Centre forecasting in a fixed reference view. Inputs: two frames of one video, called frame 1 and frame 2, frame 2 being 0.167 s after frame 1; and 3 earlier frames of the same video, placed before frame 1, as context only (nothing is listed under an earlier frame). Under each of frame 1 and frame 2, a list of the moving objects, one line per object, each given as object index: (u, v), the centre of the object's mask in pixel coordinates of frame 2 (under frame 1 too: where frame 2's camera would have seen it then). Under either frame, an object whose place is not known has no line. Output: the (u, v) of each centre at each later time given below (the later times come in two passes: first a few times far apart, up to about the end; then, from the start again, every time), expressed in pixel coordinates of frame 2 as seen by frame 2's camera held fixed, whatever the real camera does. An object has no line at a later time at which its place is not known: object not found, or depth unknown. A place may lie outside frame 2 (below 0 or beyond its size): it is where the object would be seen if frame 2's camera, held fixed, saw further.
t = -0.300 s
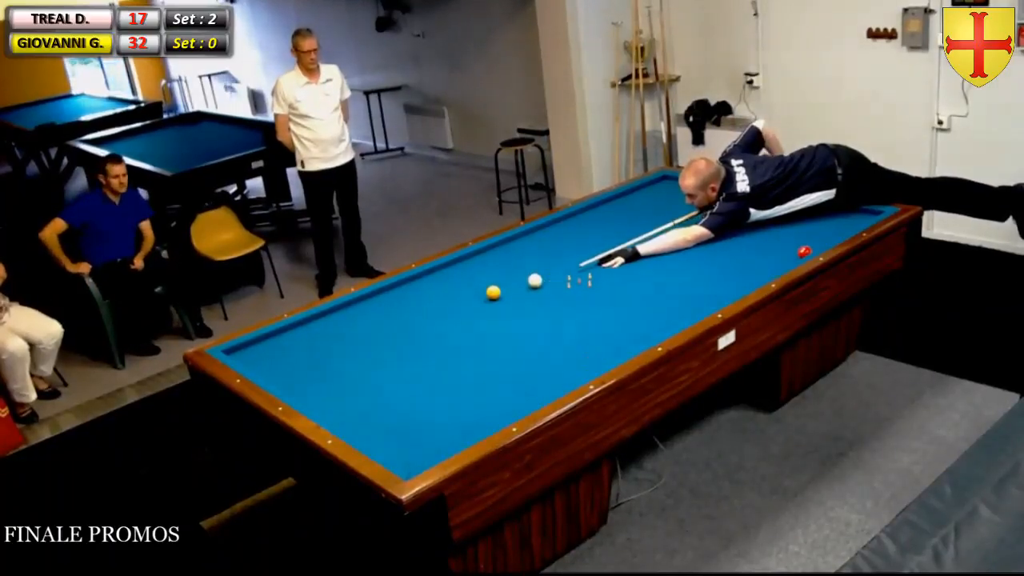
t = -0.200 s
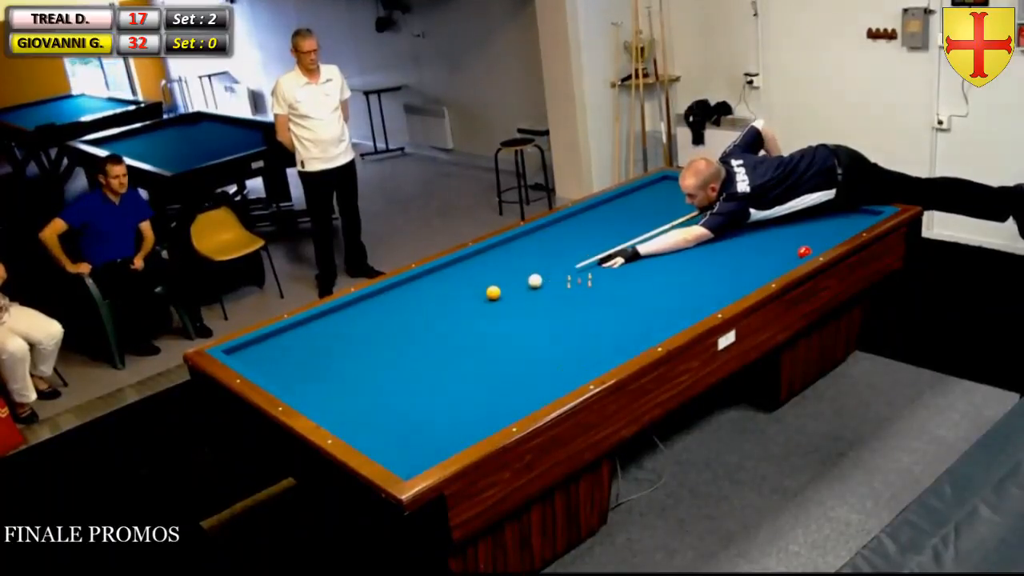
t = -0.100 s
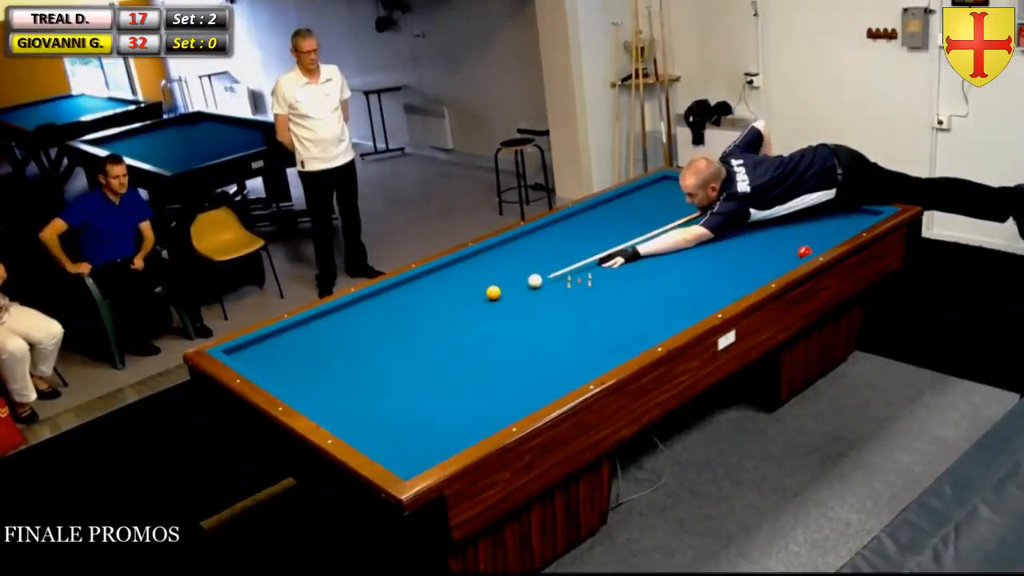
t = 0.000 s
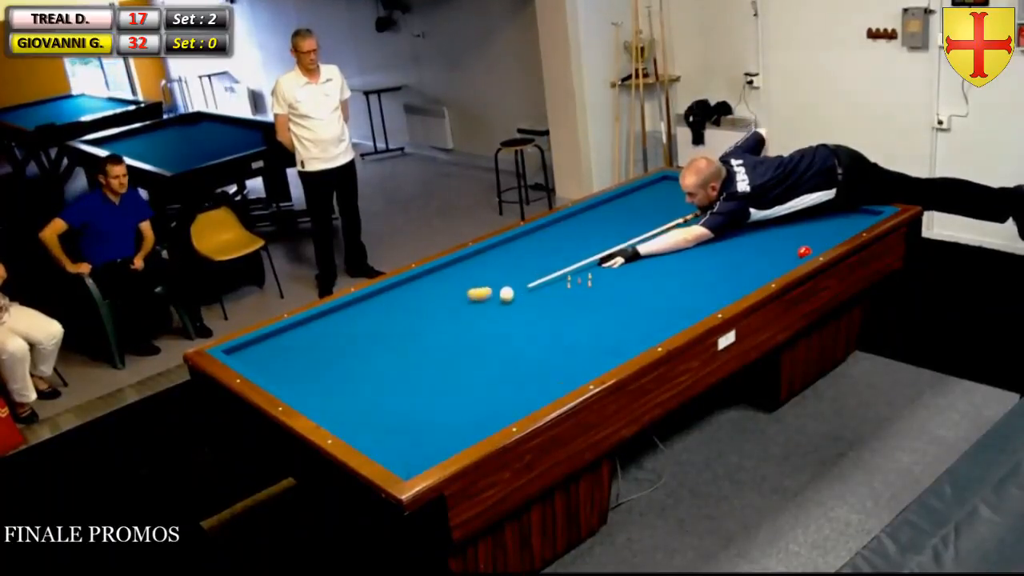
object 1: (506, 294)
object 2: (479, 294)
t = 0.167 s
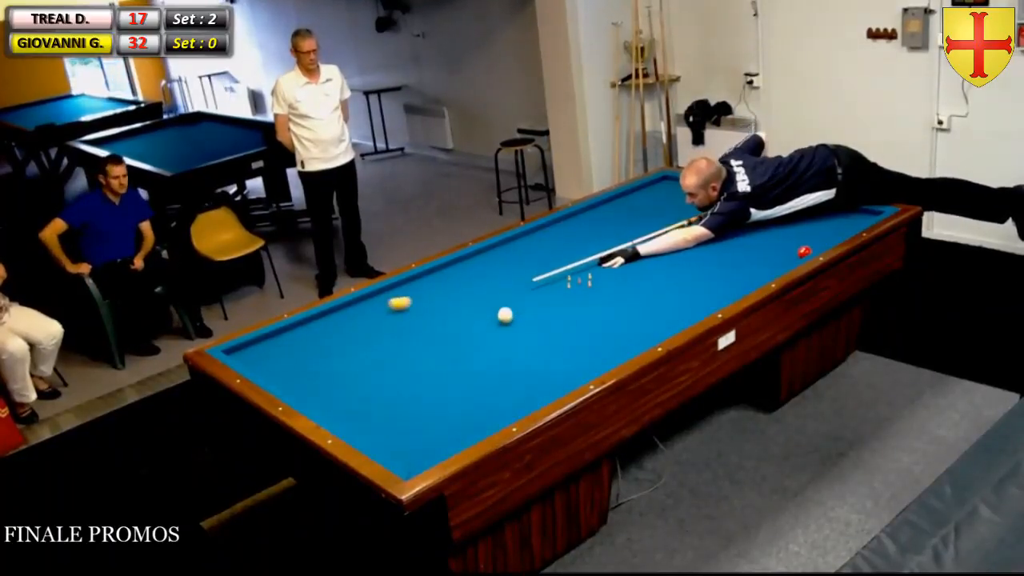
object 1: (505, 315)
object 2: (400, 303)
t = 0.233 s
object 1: (505, 323)
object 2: (371, 307)
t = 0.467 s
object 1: (507, 348)
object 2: (315, 326)
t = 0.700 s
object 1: (509, 376)
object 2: (284, 353)
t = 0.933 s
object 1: (511, 406)
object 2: (281, 370)
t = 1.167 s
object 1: (481, 411)
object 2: (327, 367)
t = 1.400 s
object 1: (450, 412)
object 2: (371, 365)
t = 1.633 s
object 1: (420, 412)
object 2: (416, 363)
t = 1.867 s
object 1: (391, 413)
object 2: (461, 360)
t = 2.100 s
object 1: (364, 414)
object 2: (506, 357)
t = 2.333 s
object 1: (338, 414)
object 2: (551, 355)
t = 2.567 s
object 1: (331, 409)
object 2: (597, 352)
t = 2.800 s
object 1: (331, 402)
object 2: (627, 344)
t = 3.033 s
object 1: (332, 396)
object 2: (633, 331)
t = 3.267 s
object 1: (333, 390)
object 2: (637, 317)
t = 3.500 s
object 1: (333, 384)
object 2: (642, 305)
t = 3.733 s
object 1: (334, 379)
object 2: (646, 293)
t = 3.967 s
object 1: (335, 374)
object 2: (650, 283)
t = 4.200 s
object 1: (335, 370)
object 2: (653, 273)
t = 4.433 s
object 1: (336, 366)
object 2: (656, 264)
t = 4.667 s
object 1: (336, 362)
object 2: (659, 255)
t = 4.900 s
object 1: (337, 358)
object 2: (661, 247)
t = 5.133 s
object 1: (338, 355)
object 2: (664, 239)
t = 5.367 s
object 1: (339, 352)
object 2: (666, 232)
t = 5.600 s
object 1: (340, 349)
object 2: (668, 225)
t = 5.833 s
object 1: (341, 347)
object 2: (669, 219)
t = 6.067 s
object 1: (341, 344)
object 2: (671, 213)
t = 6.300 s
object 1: (342, 342)
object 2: (672, 208)
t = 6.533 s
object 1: (343, 340)
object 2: (674, 202)
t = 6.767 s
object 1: (344, 339)
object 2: (675, 198)
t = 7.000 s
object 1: (344, 337)
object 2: (676, 193)
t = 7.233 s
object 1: (344, 336)
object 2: (677, 189)
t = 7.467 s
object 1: (345, 335)
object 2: (678, 185)
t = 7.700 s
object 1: (345, 334)
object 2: (678, 181)
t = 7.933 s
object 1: (345, 334)
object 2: (675, 180)
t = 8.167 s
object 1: (345, 334)
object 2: (667, 180)
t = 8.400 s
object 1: (345, 333)
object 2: (659, 181)
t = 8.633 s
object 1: (345, 333)
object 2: (653, 182)
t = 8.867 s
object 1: (345, 333)
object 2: (653, 183)
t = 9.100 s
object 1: (345, 333)
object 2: (652, 185)
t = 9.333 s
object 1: (345, 333)
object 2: (651, 186)
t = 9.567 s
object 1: (345, 333)
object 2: (650, 187)
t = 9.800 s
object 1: (345, 333)
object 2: (649, 189)
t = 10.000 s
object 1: (345, 333)
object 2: (648, 190)
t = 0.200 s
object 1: (505, 319)
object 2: (385, 305)
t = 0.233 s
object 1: (505, 323)
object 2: (371, 307)
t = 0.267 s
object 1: (505, 326)
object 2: (357, 308)
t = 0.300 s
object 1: (505, 330)
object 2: (344, 310)
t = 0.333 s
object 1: (506, 333)
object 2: (332, 311)
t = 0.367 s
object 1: (506, 337)
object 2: (324, 314)
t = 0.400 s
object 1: (506, 340)
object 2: (321, 318)
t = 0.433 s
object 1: (506, 344)
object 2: (318, 322)
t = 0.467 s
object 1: (507, 348)
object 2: (315, 326)
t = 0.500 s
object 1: (507, 352)
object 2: (311, 330)
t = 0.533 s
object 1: (507, 355)
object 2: (307, 334)
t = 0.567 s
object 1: (507, 359)
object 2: (303, 338)
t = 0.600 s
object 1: (508, 364)
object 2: (298, 342)
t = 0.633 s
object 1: (508, 368)
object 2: (294, 345)
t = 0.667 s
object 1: (508, 372)
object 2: (289, 349)
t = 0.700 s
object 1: (509, 376)
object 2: (284, 353)
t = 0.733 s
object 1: (509, 380)
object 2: (280, 358)
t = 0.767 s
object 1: (509, 385)
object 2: (275, 361)
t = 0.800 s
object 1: (510, 389)
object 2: (270, 366)
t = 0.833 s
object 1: (510, 394)
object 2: (266, 369)
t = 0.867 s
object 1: (510, 398)
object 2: (267, 371)
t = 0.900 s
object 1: (510, 403)
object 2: (274, 371)
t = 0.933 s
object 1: (511, 406)
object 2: (281, 370)
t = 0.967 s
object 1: (510, 410)
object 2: (289, 370)
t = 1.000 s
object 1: (505, 411)
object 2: (295, 369)
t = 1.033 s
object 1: (500, 411)
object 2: (301, 369)
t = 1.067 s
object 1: (495, 411)
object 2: (308, 368)
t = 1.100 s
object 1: (490, 411)
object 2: (314, 368)
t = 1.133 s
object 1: (485, 411)
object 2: (321, 368)
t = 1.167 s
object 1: (481, 411)
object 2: (327, 367)
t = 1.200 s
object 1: (476, 411)
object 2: (333, 367)
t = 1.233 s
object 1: (471, 411)
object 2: (340, 367)
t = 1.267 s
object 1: (467, 411)
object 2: (346, 366)
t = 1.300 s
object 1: (463, 411)
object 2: (353, 366)
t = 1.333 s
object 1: (458, 412)
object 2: (359, 366)
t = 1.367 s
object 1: (454, 412)
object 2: (365, 365)
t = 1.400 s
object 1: (450, 412)
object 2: (371, 365)
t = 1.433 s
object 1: (445, 412)
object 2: (378, 365)
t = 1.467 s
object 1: (441, 412)
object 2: (384, 364)
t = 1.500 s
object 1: (437, 412)
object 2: (391, 364)
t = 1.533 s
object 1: (432, 412)
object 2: (397, 364)
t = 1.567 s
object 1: (428, 412)
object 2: (403, 363)
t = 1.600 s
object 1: (424, 412)
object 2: (410, 363)
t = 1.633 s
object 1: (420, 412)
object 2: (416, 363)
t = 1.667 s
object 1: (416, 413)
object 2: (423, 362)
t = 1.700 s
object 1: (411, 413)
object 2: (429, 362)
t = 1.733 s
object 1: (407, 413)
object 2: (436, 362)
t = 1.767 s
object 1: (403, 413)
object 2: (442, 361)
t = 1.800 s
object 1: (399, 413)
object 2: (448, 361)
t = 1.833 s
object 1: (395, 413)
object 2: (455, 360)
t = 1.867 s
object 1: (391, 413)
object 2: (461, 360)
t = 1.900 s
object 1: (387, 413)
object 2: (468, 360)
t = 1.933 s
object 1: (383, 413)
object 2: (474, 359)
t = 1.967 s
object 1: (380, 413)
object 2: (481, 359)
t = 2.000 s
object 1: (375, 413)
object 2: (487, 359)
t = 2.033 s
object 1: (372, 413)
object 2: (494, 358)
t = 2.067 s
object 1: (368, 413)
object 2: (500, 358)
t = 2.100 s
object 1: (364, 414)
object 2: (506, 357)
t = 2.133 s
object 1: (360, 414)
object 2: (513, 357)
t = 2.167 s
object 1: (356, 414)
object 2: (519, 357)
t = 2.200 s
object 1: (353, 414)
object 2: (526, 357)
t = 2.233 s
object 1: (349, 414)
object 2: (532, 356)
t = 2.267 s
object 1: (345, 414)
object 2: (539, 356)
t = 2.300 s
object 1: (342, 414)
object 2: (545, 355)
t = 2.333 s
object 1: (338, 414)
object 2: (551, 355)
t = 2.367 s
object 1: (335, 413)
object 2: (558, 354)
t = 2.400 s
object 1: (331, 413)
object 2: (564, 354)
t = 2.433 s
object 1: (331, 412)
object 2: (571, 354)
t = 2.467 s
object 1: (331, 411)
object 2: (577, 353)
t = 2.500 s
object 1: (331, 411)
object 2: (584, 353)
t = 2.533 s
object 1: (331, 410)
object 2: (590, 353)
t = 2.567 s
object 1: (331, 409)
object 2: (597, 352)
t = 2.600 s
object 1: (331, 408)
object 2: (603, 352)
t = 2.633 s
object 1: (331, 407)
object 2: (609, 351)
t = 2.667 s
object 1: (331, 406)
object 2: (615, 350)
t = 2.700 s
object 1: (331, 405)
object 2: (622, 349)
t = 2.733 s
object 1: (331, 404)
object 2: (626, 348)
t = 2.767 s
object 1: (331, 403)
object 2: (627, 346)
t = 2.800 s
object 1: (331, 402)
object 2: (627, 344)
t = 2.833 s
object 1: (331, 401)
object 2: (628, 343)
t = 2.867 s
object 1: (332, 400)
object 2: (629, 341)
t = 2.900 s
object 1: (332, 399)
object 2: (630, 339)
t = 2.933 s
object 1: (332, 398)
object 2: (631, 337)
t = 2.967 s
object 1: (332, 398)
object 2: (631, 335)
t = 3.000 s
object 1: (332, 397)
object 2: (632, 333)
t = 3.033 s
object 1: (332, 396)
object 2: (633, 331)
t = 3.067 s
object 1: (332, 395)
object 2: (634, 329)
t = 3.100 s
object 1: (332, 394)
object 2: (634, 327)
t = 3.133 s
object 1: (332, 393)
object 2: (635, 325)
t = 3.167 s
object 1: (332, 393)
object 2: (636, 323)
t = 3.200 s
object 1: (332, 392)
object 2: (636, 321)
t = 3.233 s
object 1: (332, 391)
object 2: (637, 319)
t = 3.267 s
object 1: (333, 390)
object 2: (637, 317)
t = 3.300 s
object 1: (333, 389)
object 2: (638, 315)
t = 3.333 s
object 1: (333, 388)
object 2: (639, 314)
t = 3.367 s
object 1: (333, 388)
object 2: (639, 312)
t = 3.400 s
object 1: (333, 387)
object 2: (640, 310)
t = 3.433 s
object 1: (333, 386)
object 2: (641, 308)
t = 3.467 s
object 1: (333, 385)
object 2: (641, 307)
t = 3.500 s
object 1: (333, 384)
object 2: (642, 305)
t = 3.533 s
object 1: (333, 384)
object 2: (642, 303)
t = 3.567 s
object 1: (333, 383)
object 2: (643, 301)
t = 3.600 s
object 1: (333, 382)
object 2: (644, 300)
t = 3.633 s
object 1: (334, 381)
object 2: (644, 298)
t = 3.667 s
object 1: (334, 381)
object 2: (645, 296)
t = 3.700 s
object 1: (334, 380)
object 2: (645, 295)
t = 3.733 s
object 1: (334, 379)
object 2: (646, 293)
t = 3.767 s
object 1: (334, 378)
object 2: (646, 292)
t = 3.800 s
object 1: (334, 378)
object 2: (647, 290)
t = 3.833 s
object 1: (334, 377)
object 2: (648, 289)
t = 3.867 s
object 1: (334, 376)
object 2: (648, 287)
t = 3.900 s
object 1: (334, 376)
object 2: (649, 286)
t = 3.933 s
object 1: (334, 375)
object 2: (649, 284)
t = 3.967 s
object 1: (335, 374)
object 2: (650, 283)
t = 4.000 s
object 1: (335, 374)
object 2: (650, 281)
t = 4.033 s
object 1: (335, 373)
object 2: (650, 280)
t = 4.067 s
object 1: (335, 372)
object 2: (651, 278)
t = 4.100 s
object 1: (335, 372)
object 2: (651, 277)
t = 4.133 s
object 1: (335, 371)
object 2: (652, 275)
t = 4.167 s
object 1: (335, 370)
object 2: (652, 274)
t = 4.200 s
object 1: (335, 370)
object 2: (653, 273)
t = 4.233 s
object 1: (335, 369)
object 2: (653, 271)
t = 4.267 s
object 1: (336, 369)
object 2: (654, 270)
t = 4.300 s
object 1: (336, 368)
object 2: (654, 269)
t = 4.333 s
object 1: (336, 367)
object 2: (654, 267)
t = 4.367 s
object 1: (336, 367)
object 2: (655, 266)
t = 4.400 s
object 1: (336, 366)
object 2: (656, 265)
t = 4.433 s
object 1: (336, 366)
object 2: (656, 264)
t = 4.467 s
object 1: (336, 365)
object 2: (656, 262)
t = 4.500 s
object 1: (336, 365)
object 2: (657, 261)
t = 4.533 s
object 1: (336, 364)
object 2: (657, 260)
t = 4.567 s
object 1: (336, 363)
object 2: (657, 258)
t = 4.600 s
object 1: (336, 363)
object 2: (658, 257)
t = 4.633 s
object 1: (336, 362)
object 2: (658, 256)
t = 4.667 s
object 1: (336, 362)
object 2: (659, 255)
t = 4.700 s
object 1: (337, 361)
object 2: (659, 254)
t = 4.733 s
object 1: (337, 361)
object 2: (659, 252)
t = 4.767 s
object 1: (337, 360)
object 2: (660, 251)
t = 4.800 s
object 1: (337, 360)
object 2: (660, 250)
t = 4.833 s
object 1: (337, 359)
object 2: (661, 249)
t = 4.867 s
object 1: (337, 359)
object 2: (661, 248)
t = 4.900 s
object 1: (337, 358)
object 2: (661, 247)
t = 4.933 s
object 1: (337, 358)
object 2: (662, 245)
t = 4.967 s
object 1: (338, 357)
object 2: (662, 244)
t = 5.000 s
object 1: (338, 357)
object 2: (662, 243)
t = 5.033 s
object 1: (338, 356)
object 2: (663, 242)
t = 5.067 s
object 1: (338, 356)
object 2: (663, 241)
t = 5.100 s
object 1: (338, 355)
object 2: (663, 240)
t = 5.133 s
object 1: (338, 355)
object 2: (664, 239)
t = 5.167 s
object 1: (338, 354)
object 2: (664, 238)
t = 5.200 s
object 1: (338, 354)
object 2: (664, 237)
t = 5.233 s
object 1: (338, 353)
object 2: (665, 236)
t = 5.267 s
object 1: (339, 353)
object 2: (665, 235)
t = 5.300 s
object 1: (339, 353)
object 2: (665, 234)
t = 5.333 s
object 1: (339, 352)
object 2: (665, 233)
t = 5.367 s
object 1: (339, 352)
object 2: (666, 232)
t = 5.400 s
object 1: (339, 351)
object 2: (666, 231)
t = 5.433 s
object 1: (339, 351)
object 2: (666, 230)
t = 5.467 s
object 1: (339, 351)
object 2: (666, 229)
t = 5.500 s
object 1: (340, 350)
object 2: (667, 228)
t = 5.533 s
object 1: (340, 350)
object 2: (667, 227)
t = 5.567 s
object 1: (340, 350)
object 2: (667, 226)
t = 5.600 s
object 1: (340, 349)
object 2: (668, 225)
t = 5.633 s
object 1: (340, 349)
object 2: (668, 224)
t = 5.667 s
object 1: (340, 348)
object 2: (668, 224)
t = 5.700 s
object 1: (340, 348)
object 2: (668, 223)
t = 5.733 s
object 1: (340, 348)
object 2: (669, 222)
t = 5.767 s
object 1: (340, 347)
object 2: (669, 221)
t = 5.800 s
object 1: (341, 347)
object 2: (669, 220)
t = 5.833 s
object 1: (341, 347)
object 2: (669, 219)
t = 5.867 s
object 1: (341, 346)
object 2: (670, 218)
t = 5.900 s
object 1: (341, 346)
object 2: (670, 217)
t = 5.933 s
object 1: (341, 346)
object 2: (670, 217)
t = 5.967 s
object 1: (341, 345)
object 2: (670, 216)
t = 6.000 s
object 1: (341, 345)
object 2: (671, 215)
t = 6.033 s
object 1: (341, 345)
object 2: (671, 214)
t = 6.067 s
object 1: (341, 344)
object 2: (671, 213)
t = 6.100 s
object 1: (342, 344)
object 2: (671, 212)
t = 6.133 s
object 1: (342, 344)
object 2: (671, 212)
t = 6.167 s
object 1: (342, 343)
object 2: (672, 211)
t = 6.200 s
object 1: (342, 343)
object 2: (672, 210)
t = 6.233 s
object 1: (342, 343)
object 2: (672, 209)
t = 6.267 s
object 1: (342, 343)
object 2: (672, 209)
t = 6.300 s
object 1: (342, 342)
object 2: (672, 208)
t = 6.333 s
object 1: (342, 342)
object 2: (673, 207)
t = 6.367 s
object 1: (342, 342)
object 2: (673, 206)
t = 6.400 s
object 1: (343, 341)
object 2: (673, 206)
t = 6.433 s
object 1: (343, 341)
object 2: (673, 205)
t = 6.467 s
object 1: (343, 341)
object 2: (673, 204)
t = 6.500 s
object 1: (343, 341)
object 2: (674, 203)
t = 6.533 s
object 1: (343, 340)
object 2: (674, 202)
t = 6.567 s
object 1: (343, 340)
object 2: (674, 202)
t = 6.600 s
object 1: (343, 340)
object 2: (674, 201)
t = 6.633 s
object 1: (343, 340)
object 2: (674, 200)
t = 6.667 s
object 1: (343, 339)
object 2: (674, 200)
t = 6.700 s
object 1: (343, 339)
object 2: (675, 199)
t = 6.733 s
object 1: (343, 339)
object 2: (675, 199)
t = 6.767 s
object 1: (344, 339)
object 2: (675, 198)
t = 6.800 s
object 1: (344, 339)
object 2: (675, 197)
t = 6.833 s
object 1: (344, 338)
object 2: (675, 196)
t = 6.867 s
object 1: (344, 338)
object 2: (675, 196)
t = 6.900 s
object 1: (344, 338)
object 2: (676, 195)
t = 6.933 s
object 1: (344, 338)
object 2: (676, 195)
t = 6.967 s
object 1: (344, 338)
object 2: (676, 194)
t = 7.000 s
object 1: (344, 337)
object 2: (676, 193)
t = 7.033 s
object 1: (344, 337)
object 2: (676, 193)
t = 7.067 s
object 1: (344, 337)
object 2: (676, 192)
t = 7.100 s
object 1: (344, 337)
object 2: (676, 191)
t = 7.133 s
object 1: (344, 337)
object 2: (676, 191)
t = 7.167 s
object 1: (344, 336)
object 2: (677, 190)
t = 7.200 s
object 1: (344, 336)
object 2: (677, 189)
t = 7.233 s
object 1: (344, 336)
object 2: (677, 189)
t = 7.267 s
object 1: (344, 336)
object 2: (677, 188)
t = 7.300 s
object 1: (344, 336)
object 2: (677, 188)
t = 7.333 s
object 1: (344, 336)
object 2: (677, 187)
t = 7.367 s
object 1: (345, 336)
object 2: (677, 186)
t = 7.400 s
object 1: (345, 335)
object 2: (677, 186)
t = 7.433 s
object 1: (345, 335)
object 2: (678, 185)
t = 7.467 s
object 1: (345, 335)
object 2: (678, 185)
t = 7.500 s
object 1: (345, 335)
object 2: (678, 184)
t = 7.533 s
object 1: (345, 335)
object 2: (678, 184)
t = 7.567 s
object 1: (345, 335)
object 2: (678, 183)
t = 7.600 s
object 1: (345, 335)
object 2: (678, 183)
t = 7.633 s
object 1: (345, 335)
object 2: (678, 182)
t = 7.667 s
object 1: (345, 335)
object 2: (678, 181)
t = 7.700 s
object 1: (345, 334)
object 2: (678, 181)
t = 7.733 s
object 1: (345, 334)
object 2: (678, 180)
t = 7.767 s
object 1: (345, 334)
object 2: (678, 180)
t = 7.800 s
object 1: (345, 334)
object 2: (679, 179)
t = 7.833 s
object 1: (345, 334)
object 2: (678, 179)
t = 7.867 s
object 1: (345, 334)
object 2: (677, 179)
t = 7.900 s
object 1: (345, 334)
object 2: (676, 179)
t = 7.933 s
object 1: (345, 334)
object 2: (675, 180)
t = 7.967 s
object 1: (345, 334)
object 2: (673, 180)
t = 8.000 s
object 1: (345, 334)
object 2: (672, 180)
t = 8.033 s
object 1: (345, 334)
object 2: (671, 180)
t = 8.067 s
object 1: (345, 334)
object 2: (670, 180)
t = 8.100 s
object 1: (345, 334)
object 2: (669, 180)
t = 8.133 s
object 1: (345, 334)
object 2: (668, 180)
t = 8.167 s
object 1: (345, 334)
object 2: (667, 180)
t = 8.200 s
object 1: (345, 334)
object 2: (665, 180)
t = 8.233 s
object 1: (345, 334)
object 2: (664, 180)
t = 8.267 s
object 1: (345, 334)
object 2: (663, 180)
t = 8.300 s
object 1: (345, 334)
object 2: (662, 181)
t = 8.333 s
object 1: (345, 334)
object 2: (661, 181)
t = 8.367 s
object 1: (345, 333)
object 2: (660, 181)
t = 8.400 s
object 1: (345, 333)
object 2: (659, 181)
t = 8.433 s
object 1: (345, 333)
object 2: (658, 181)
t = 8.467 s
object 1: (345, 333)
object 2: (657, 181)
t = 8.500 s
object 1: (345, 333)
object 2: (656, 181)
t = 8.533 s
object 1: (345, 333)
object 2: (655, 181)
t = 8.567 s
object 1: (345, 333)
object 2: (654, 181)
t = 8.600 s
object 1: (345, 333)
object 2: (654, 182)
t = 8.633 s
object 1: (345, 333)
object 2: (653, 182)
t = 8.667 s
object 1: (345, 333)
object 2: (653, 182)
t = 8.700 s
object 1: (345, 333)
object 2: (653, 182)
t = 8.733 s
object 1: (345, 333)
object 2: (653, 183)
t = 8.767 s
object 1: (345, 333)
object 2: (653, 183)
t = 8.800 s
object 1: (345, 333)
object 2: (653, 183)
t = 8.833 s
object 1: (345, 333)
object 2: (653, 183)
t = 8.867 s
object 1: (345, 333)
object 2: (653, 183)
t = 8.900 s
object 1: (345, 333)
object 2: (652, 184)
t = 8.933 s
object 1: (345, 333)
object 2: (652, 184)
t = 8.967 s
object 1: (345, 333)
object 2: (652, 184)
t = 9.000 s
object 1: (345, 333)
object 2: (652, 184)
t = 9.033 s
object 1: (345, 333)
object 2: (652, 184)
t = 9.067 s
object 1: (345, 333)
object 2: (652, 185)
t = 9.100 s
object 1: (345, 333)
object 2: (652, 185)
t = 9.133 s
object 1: (345, 333)
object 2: (652, 185)
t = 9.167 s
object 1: (345, 333)
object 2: (651, 185)
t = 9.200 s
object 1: (345, 333)
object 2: (651, 185)
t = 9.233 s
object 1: (345, 333)
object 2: (651, 186)
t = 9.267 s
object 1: (345, 333)
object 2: (651, 186)
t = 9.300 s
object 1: (345, 333)
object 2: (651, 186)
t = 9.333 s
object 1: (345, 333)
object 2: (651, 186)
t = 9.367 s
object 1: (345, 333)
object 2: (651, 186)
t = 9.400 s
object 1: (345, 333)
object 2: (651, 187)
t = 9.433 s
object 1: (345, 333)
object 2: (651, 187)
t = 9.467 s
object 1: (345, 333)
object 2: (650, 187)
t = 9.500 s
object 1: (345, 333)
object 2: (650, 187)
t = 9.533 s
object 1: (345, 333)
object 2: (650, 187)
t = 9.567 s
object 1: (345, 333)
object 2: (650, 187)
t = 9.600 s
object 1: (345, 333)
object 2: (650, 188)
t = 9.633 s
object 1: (345, 333)
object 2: (650, 188)
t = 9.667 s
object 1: (345, 333)
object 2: (650, 188)
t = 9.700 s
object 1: (345, 333)
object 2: (649, 188)
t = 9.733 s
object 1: (345, 333)
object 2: (649, 188)
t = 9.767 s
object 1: (345, 333)
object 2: (649, 188)
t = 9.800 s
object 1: (345, 333)
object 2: (649, 189)
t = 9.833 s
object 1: (345, 333)
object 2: (649, 189)
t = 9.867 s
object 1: (345, 333)
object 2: (649, 189)
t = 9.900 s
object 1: (345, 333)
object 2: (649, 189)
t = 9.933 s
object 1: (345, 333)
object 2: (648, 189)
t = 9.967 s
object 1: (345, 333)
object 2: (648, 189)
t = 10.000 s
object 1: (345, 333)
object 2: (648, 190)
